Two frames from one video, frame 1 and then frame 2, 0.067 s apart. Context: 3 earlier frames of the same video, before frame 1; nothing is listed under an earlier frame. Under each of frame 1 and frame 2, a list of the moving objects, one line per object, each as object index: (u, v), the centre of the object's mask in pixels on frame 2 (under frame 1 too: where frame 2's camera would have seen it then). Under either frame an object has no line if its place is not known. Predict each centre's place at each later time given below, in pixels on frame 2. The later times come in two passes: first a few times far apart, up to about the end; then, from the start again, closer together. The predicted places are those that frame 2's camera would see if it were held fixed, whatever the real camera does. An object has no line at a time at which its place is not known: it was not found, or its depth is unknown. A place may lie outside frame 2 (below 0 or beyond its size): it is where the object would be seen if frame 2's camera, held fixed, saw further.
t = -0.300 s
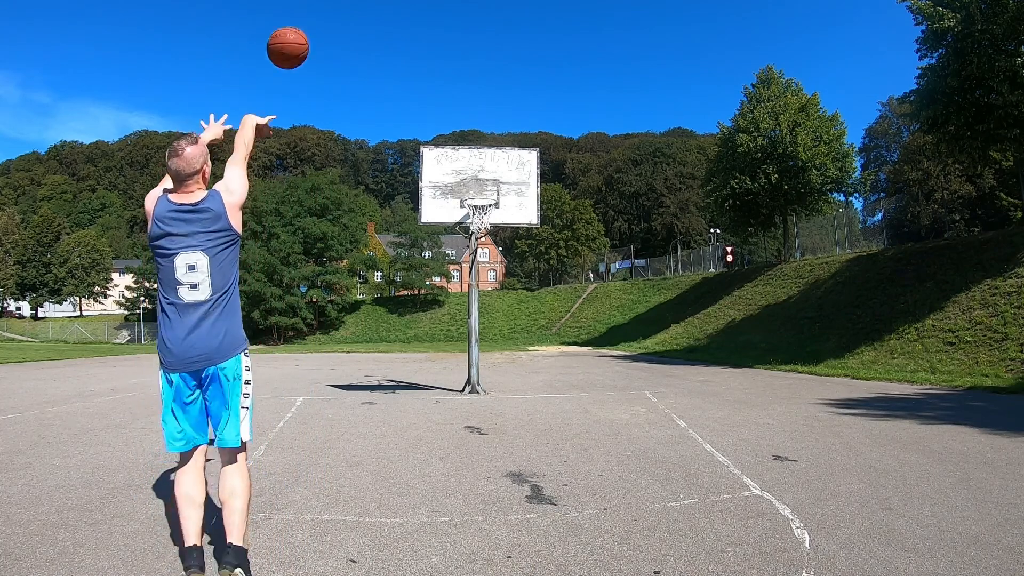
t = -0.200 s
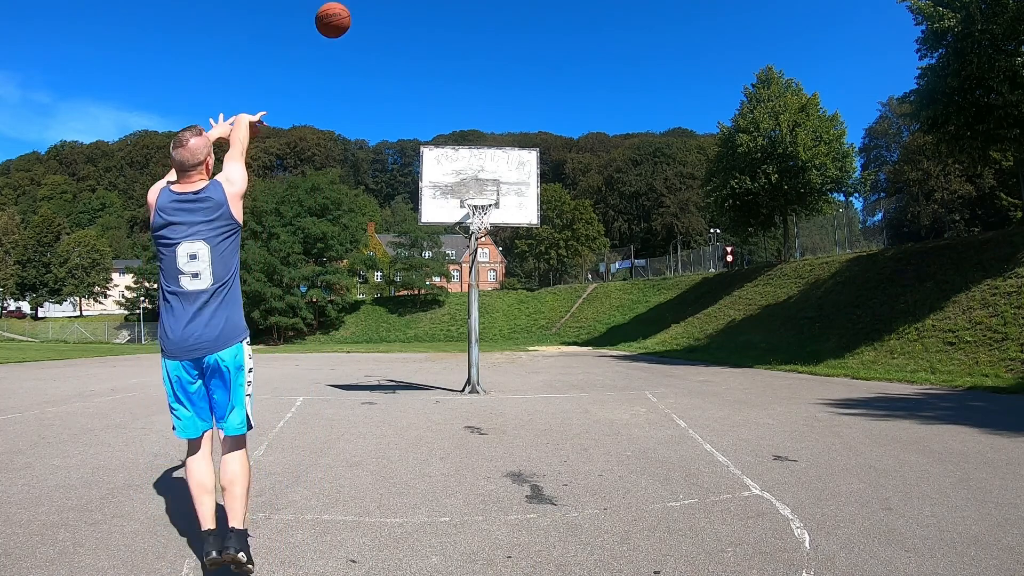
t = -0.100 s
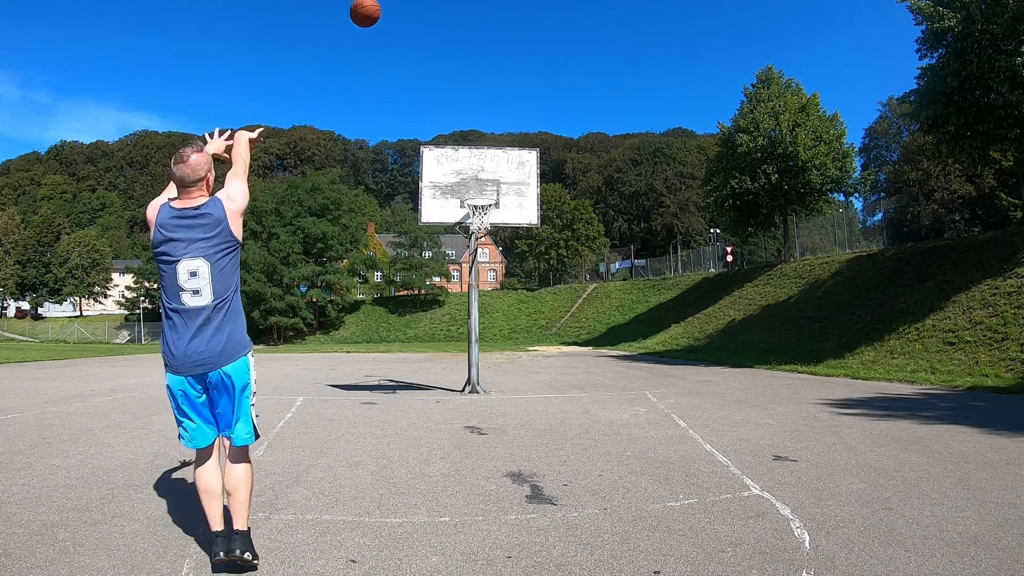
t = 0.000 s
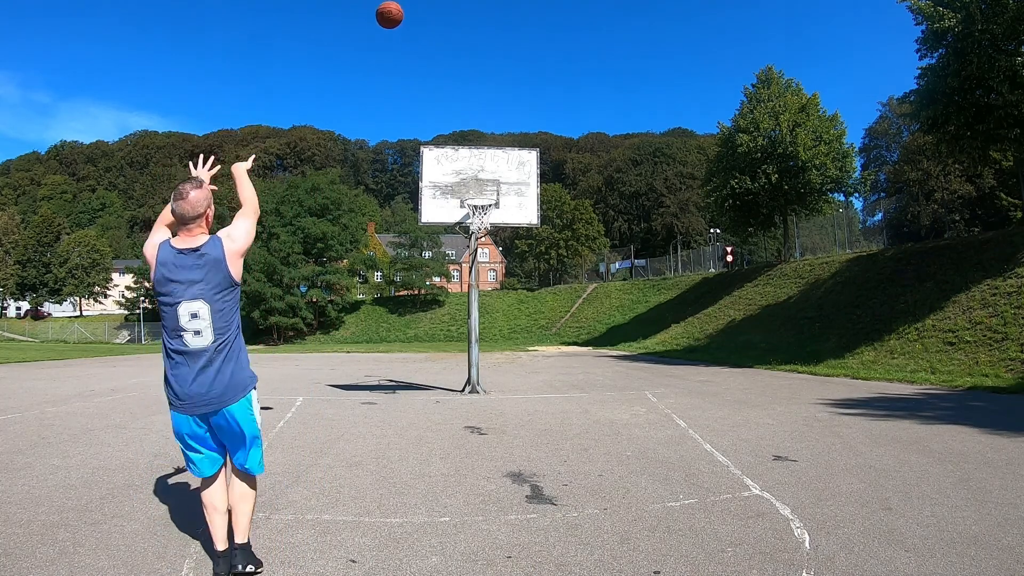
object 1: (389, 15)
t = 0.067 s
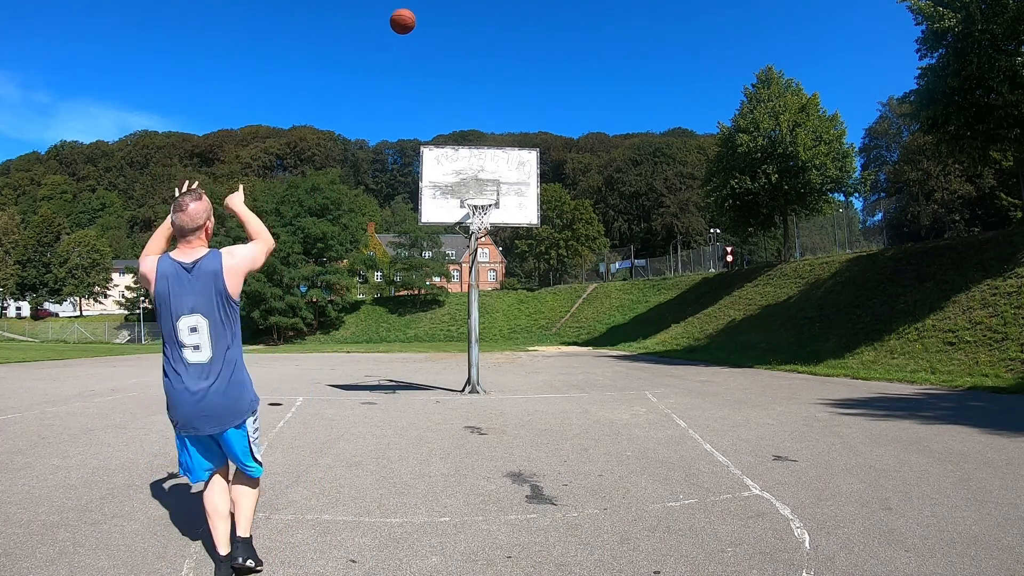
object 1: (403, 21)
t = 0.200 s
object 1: (424, 43)
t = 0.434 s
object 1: (452, 102)
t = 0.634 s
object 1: (469, 170)
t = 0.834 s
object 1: (487, 231)
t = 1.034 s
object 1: (506, 290)
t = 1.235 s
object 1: (525, 376)
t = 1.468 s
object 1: (542, 343)
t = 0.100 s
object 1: (408, 26)
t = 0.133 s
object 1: (414, 31)
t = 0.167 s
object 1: (419, 37)
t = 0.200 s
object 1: (424, 43)
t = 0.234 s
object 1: (429, 50)
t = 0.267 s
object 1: (433, 57)
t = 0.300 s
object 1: (437, 65)
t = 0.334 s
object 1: (441, 74)
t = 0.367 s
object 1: (445, 83)
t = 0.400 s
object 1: (448, 92)
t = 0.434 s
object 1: (452, 102)
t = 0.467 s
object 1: (455, 113)
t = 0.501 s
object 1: (458, 123)
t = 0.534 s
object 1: (461, 134)
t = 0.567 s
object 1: (464, 145)
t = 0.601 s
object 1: (467, 157)
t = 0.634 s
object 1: (469, 170)
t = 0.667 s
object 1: (472, 182)
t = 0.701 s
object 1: (475, 194)
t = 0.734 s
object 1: (478, 207)
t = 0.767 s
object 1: (481, 214)
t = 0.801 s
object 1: (484, 225)
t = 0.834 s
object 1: (487, 231)
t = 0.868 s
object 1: (490, 239)
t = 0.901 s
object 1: (493, 247)
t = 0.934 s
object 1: (496, 257)
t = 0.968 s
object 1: (499, 267)
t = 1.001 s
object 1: (503, 278)
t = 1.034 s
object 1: (506, 290)
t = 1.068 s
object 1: (509, 303)
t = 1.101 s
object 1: (512, 316)
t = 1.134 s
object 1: (515, 330)
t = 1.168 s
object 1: (518, 345)
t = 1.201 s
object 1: (522, 360)
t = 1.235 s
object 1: (525, 376)
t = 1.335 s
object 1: (533, 387)
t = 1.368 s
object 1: (535, 375)
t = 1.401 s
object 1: (537, 364)
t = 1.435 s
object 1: (540, 353)
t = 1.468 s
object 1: (542, 343)
